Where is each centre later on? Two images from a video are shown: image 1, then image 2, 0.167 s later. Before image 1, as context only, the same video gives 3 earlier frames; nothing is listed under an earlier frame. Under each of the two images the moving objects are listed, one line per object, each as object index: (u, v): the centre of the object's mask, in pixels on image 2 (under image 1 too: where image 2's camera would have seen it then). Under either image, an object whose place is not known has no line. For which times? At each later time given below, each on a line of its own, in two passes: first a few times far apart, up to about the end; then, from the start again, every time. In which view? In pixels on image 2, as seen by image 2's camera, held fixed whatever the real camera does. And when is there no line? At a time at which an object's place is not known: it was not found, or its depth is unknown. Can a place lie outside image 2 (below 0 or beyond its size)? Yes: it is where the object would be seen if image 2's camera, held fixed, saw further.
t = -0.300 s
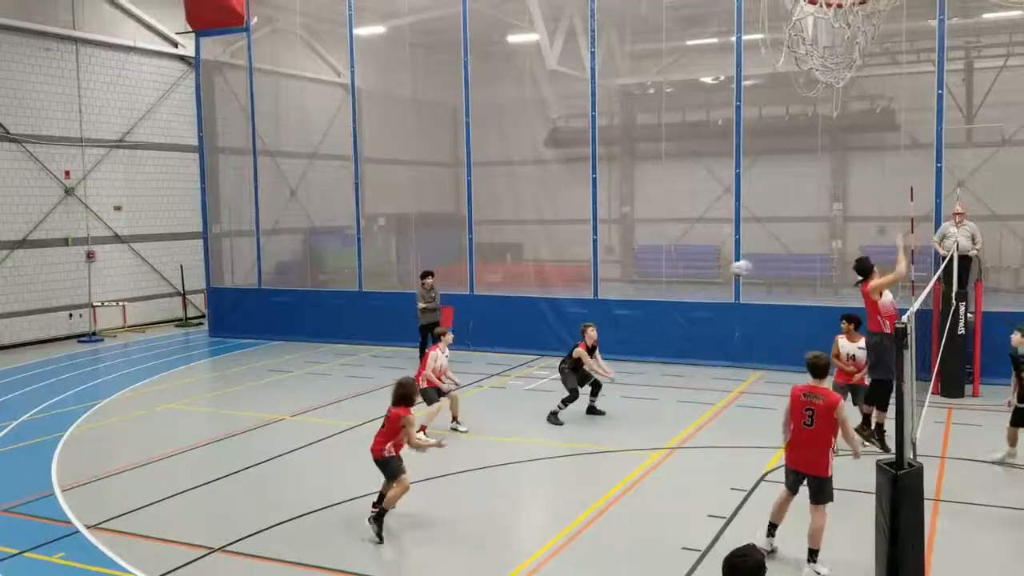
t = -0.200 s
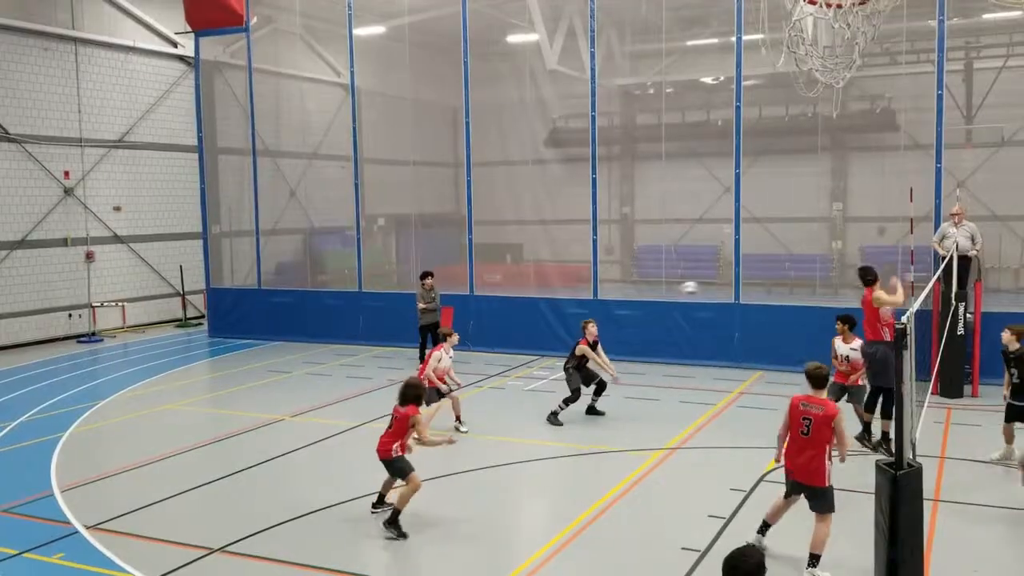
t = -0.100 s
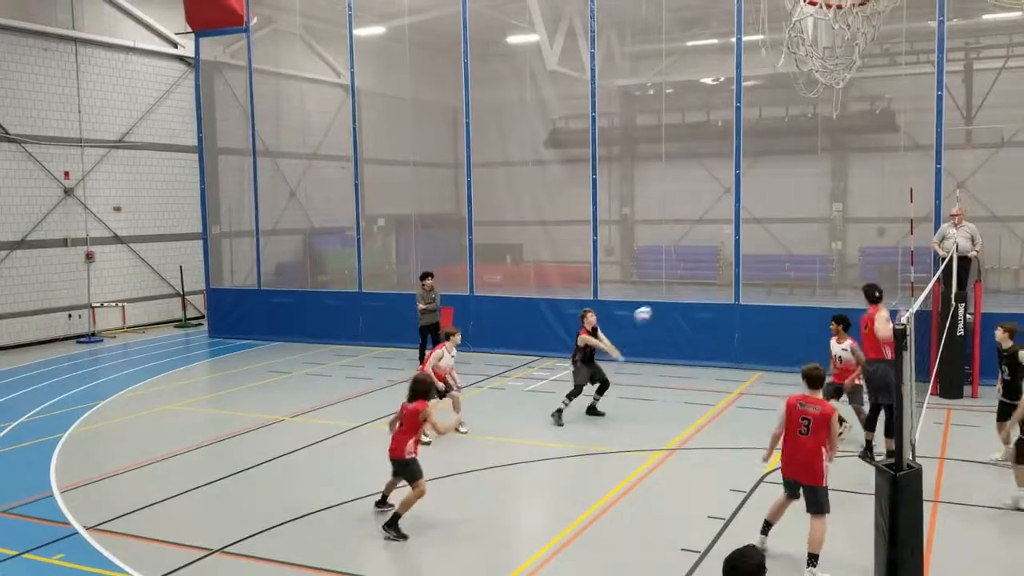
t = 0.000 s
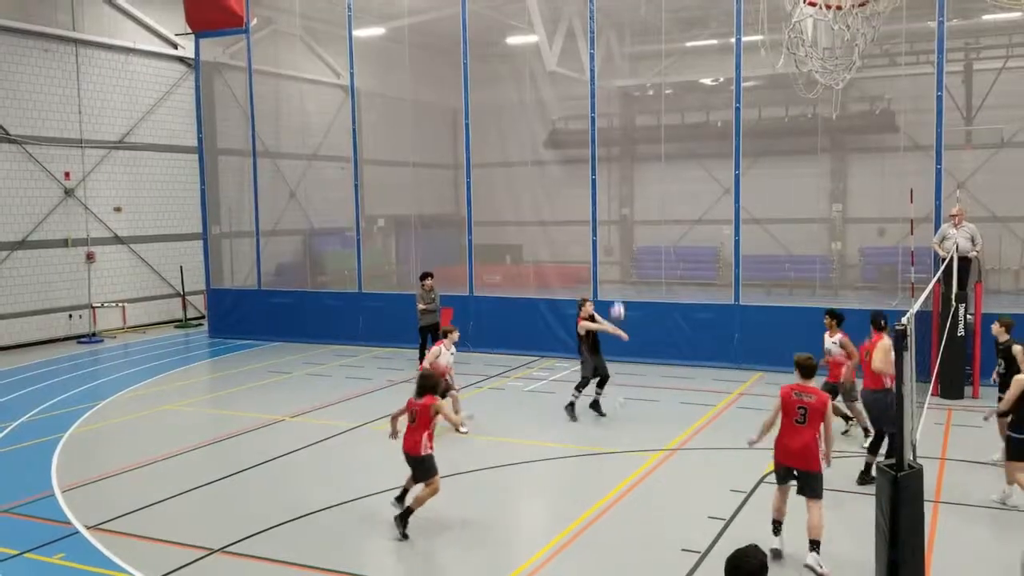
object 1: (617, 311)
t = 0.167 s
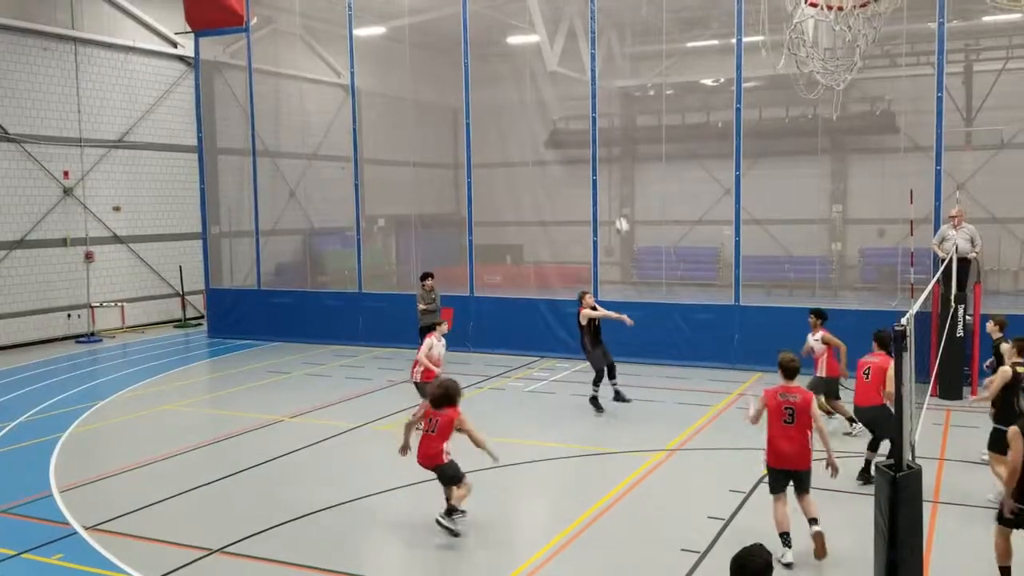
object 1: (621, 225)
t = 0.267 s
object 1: (624, 183)
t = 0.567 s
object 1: (631, 89)
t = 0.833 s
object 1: (638, 57)
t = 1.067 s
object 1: (643, 72)
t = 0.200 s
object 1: (622, 211)
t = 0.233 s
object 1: (623, 196)
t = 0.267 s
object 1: (624, 183)
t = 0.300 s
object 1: (624, 170)
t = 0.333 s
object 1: (625, 157)
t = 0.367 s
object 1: (625, 146)
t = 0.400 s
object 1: (627, 133)
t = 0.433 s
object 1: (628, 123)
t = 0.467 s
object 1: (629, 114)
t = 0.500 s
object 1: (629, 105)
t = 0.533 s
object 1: (630, 96)
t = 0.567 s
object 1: (631, 89)
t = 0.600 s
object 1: (631, 81)
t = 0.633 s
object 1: (632, 76)
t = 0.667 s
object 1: (633, 70)
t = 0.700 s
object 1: (634, 66)
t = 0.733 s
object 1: (634, 63)
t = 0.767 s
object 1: (636, 61)
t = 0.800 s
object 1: (637, 57)
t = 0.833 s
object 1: (638, 57)
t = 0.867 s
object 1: (640, 56)
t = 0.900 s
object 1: (639, 56)
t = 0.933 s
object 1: (640, 58)
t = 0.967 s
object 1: (641, 60)
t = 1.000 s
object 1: (641, 63)
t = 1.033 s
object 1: (642, 67)
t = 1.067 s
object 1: (643, 72)
